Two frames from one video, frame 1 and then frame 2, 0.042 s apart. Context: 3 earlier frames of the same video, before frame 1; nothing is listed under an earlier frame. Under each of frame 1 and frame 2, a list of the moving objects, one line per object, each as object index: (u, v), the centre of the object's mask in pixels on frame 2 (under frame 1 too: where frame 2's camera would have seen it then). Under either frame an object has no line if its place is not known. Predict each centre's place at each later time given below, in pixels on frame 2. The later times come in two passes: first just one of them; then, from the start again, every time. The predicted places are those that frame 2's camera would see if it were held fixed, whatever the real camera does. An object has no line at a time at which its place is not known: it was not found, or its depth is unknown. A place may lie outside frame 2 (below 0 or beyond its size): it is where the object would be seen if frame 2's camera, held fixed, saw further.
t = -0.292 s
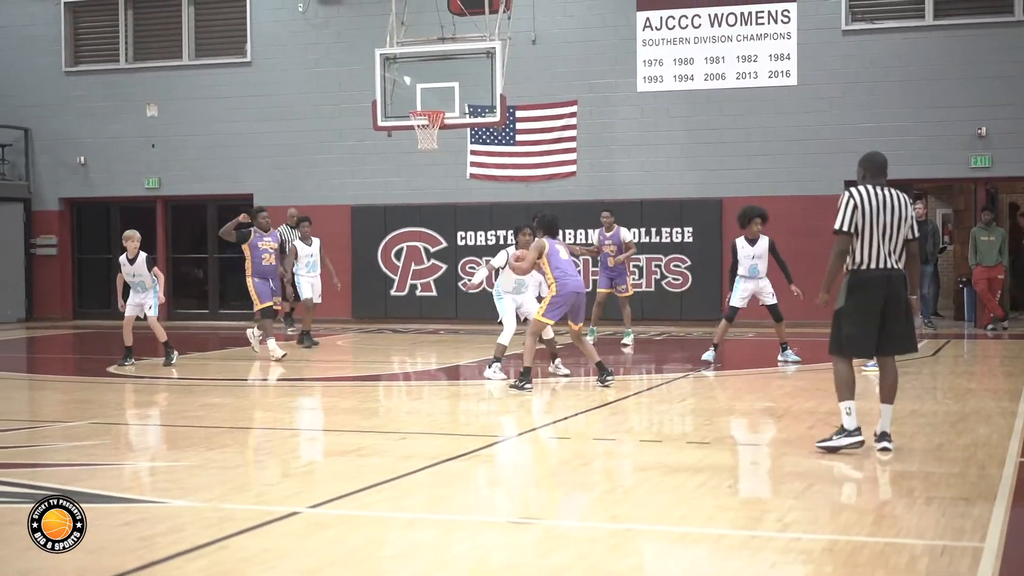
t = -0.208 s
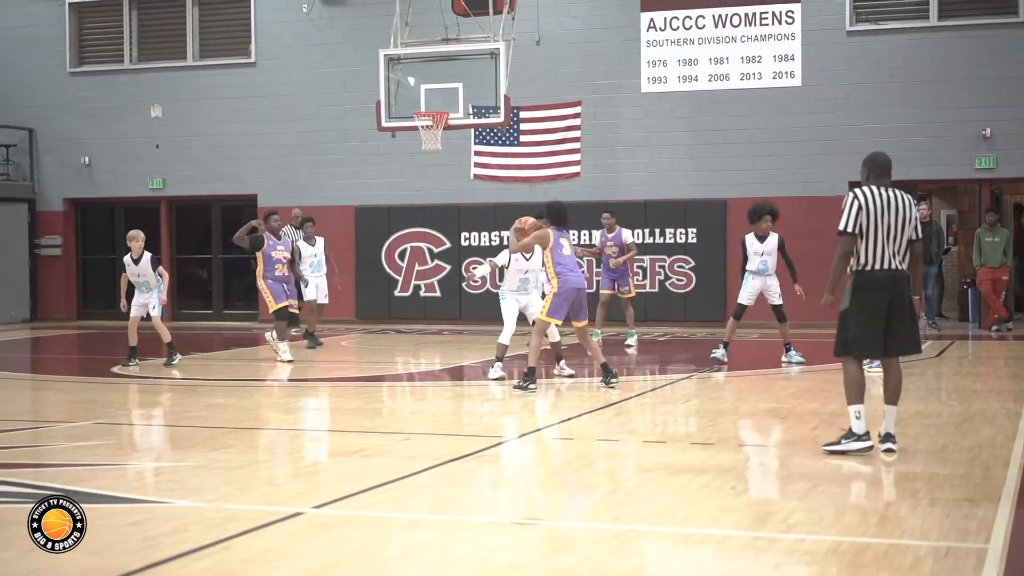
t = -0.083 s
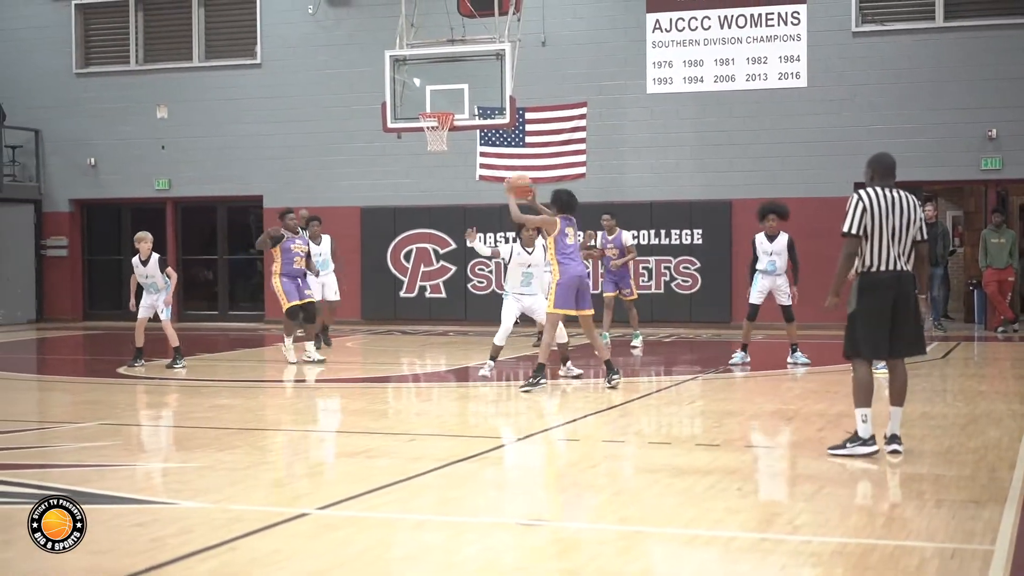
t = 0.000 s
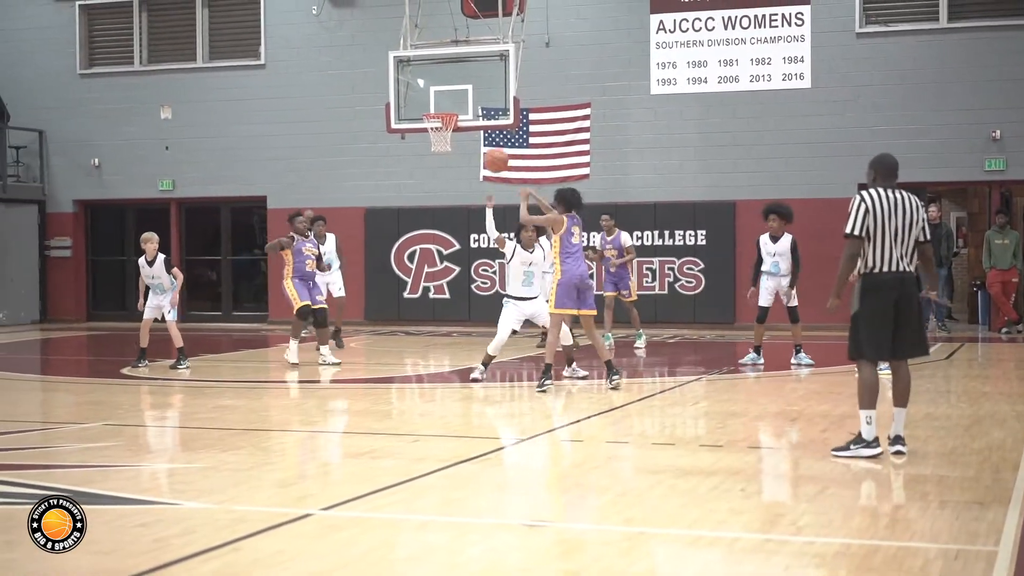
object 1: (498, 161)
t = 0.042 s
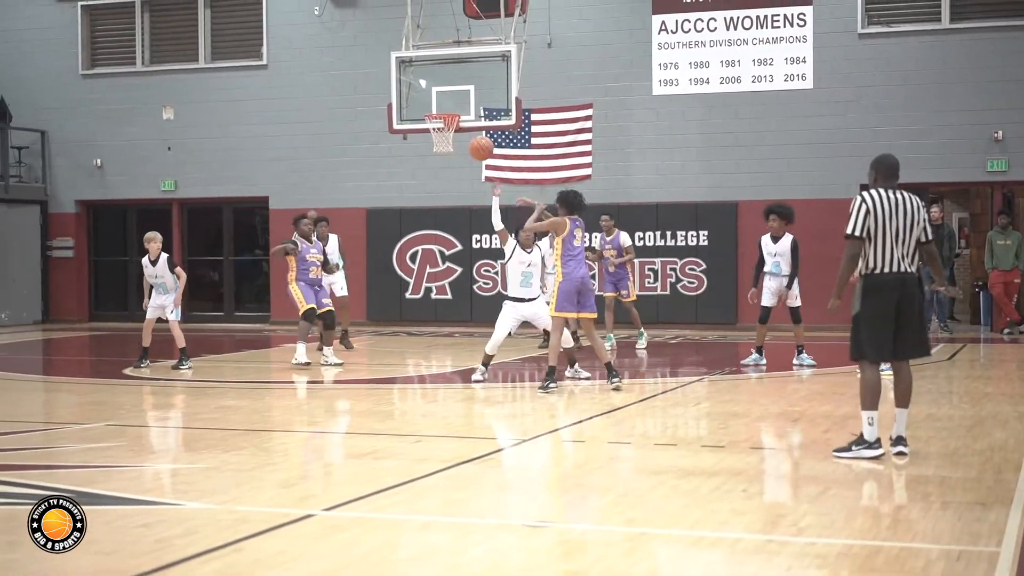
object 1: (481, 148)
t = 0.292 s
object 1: (405, 127)
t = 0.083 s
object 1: (470, 142)
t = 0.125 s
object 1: (455, 134)
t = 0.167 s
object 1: (444, 130)
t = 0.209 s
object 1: (429, 127)
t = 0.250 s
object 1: (419, 127)
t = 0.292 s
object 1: (405, 127)
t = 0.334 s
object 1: (396, 129)
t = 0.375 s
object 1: (382, 134)
